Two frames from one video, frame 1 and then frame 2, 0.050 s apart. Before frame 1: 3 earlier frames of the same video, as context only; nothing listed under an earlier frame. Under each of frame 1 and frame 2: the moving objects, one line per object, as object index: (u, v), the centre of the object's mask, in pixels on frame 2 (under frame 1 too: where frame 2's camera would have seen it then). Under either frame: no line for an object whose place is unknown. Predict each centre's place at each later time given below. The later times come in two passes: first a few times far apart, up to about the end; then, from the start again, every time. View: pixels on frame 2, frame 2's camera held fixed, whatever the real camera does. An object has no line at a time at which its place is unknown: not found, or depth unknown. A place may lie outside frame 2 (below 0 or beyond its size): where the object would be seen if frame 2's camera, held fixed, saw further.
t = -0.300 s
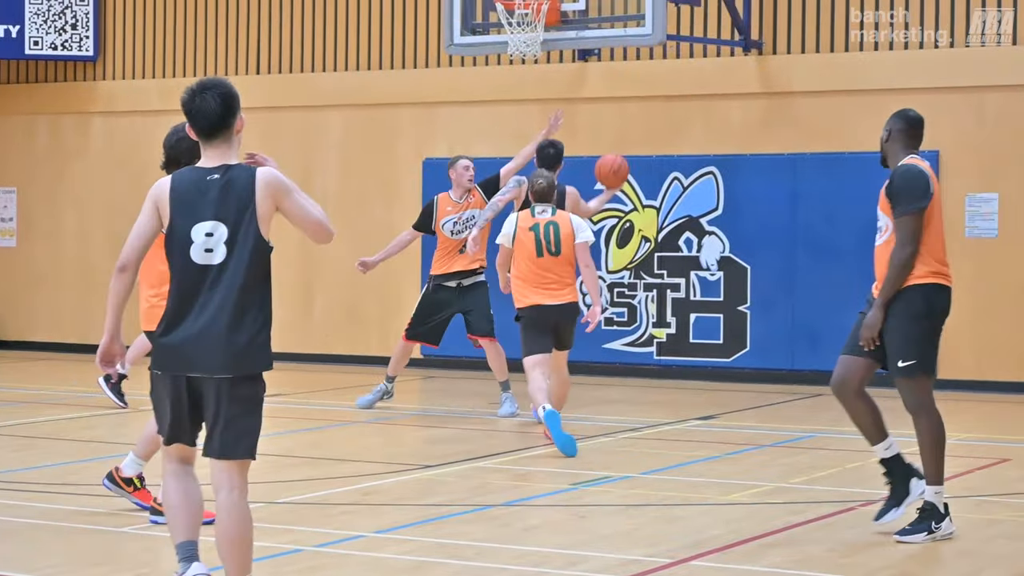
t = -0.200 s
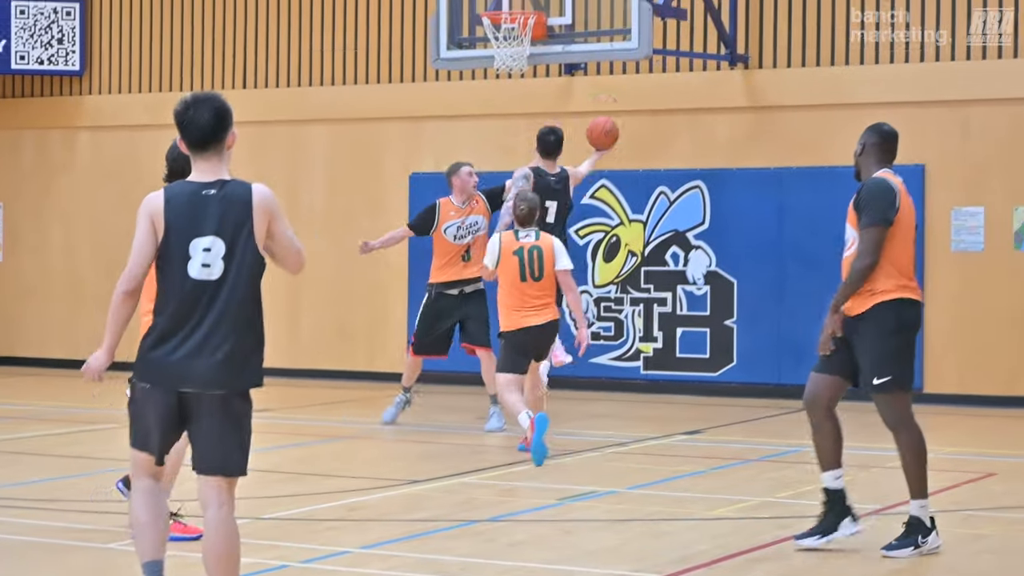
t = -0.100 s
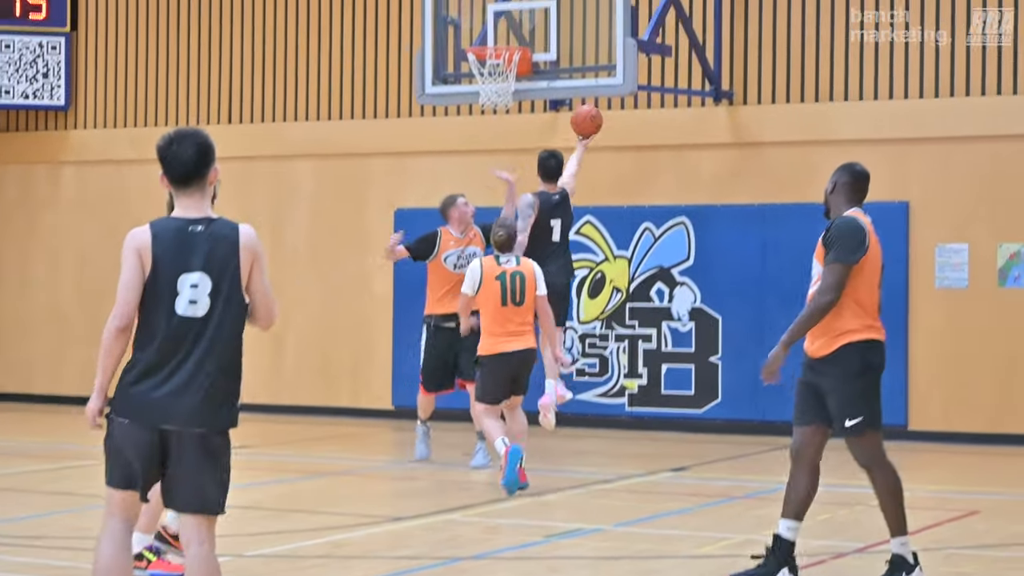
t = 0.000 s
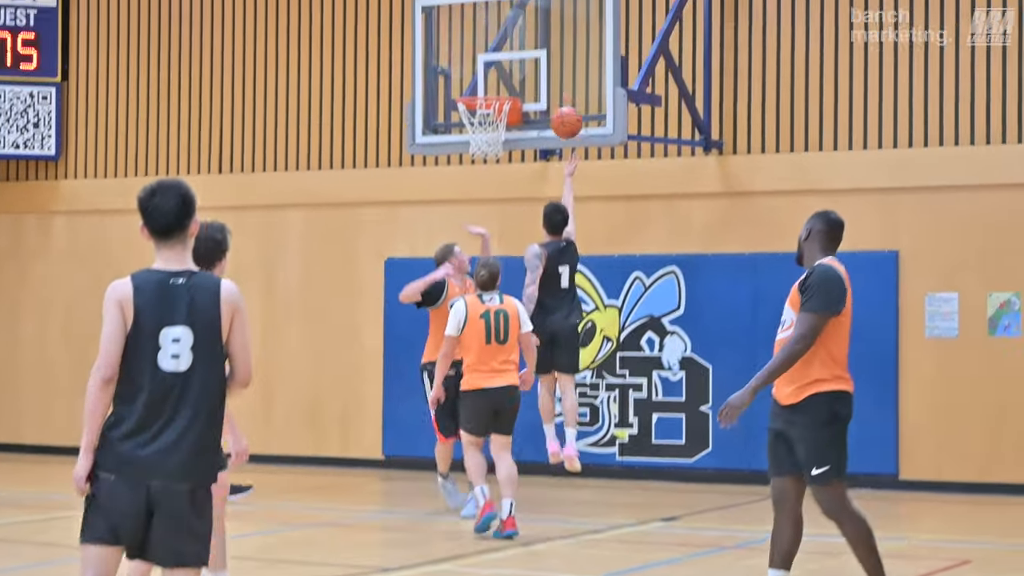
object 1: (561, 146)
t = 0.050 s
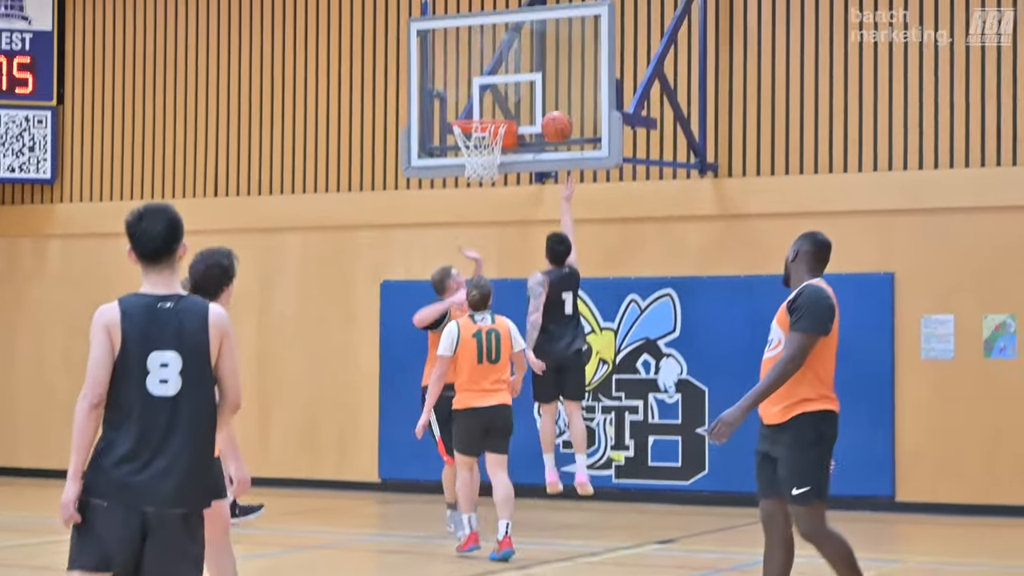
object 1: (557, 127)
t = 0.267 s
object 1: (531, 82)
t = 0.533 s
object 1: (487, 103)
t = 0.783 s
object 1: (475, 130)
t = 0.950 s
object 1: (483, 177)
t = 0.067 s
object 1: (555, 121)
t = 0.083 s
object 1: (553, 116)
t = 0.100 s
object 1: (552, 111)
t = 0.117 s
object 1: (550, 107)
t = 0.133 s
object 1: (549, 102)
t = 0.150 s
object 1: (547, 99)
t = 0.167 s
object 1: (545, 96)
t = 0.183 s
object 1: (544, 93)
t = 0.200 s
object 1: (543, 90)
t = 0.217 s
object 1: (539, 88)
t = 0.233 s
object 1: (537, 85)
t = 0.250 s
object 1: (535, 83)
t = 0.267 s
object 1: (531, 82)
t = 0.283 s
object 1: (529, 80)
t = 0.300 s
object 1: (526, 80)
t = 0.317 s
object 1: (523, 79)
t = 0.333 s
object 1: (521, 79)
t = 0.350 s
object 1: (517, 79)
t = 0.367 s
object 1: (514, 80)
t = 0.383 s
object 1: (511, 81)
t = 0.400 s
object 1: (508, 82)
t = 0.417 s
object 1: (506, 83)
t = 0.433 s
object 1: (504, 85)
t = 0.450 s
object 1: (501, 87)
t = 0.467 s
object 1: (498, 89)
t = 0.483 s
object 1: (495, 93)
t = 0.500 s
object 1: (492, 96)
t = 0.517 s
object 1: (490, 99)
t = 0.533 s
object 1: (487, 103)
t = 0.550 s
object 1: (483, 107)
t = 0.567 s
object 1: (482, 108)
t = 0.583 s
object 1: (482, 108)
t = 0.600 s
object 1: (482, 109)
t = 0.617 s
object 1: (482, 108)
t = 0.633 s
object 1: (482, 108)
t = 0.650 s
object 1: (480, 110)
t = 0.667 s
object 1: (480, 111)
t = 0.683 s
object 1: (480, 113)
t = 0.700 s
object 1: (479, 113)
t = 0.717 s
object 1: (479, 115)
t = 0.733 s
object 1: (478, 116)
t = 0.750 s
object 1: (478, 118)
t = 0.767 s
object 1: (470, 125)
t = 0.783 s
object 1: (475, 130)
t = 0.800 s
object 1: (476, 133)
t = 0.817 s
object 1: (482, 135)
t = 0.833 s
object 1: (480, 138)
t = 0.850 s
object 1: (481, 142)
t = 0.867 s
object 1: (483, 141)
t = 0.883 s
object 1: (483, 143)
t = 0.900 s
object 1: (479, 160)
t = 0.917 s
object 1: (484, 165)
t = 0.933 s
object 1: (483, 176)
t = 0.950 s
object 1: (483, 177)
